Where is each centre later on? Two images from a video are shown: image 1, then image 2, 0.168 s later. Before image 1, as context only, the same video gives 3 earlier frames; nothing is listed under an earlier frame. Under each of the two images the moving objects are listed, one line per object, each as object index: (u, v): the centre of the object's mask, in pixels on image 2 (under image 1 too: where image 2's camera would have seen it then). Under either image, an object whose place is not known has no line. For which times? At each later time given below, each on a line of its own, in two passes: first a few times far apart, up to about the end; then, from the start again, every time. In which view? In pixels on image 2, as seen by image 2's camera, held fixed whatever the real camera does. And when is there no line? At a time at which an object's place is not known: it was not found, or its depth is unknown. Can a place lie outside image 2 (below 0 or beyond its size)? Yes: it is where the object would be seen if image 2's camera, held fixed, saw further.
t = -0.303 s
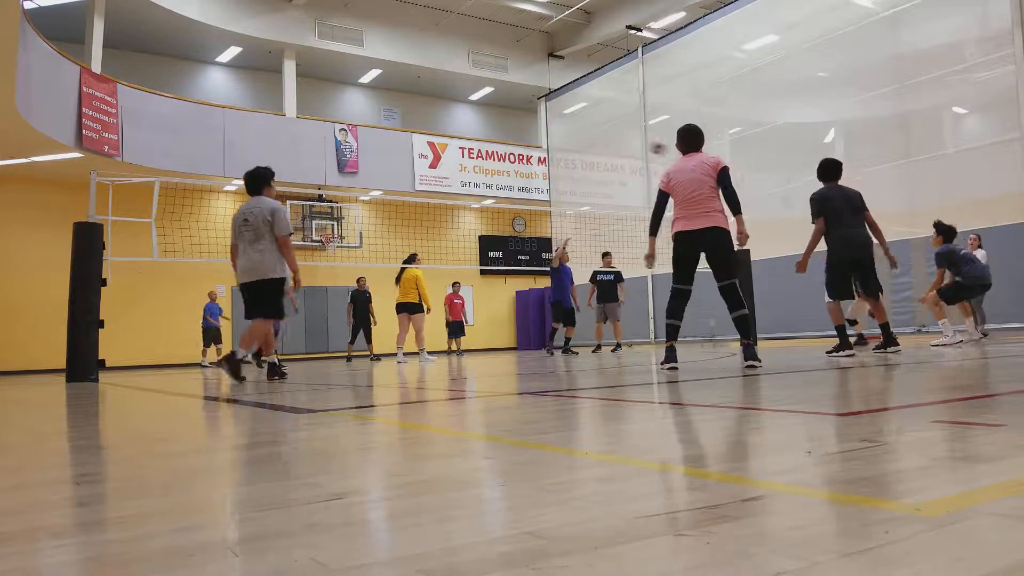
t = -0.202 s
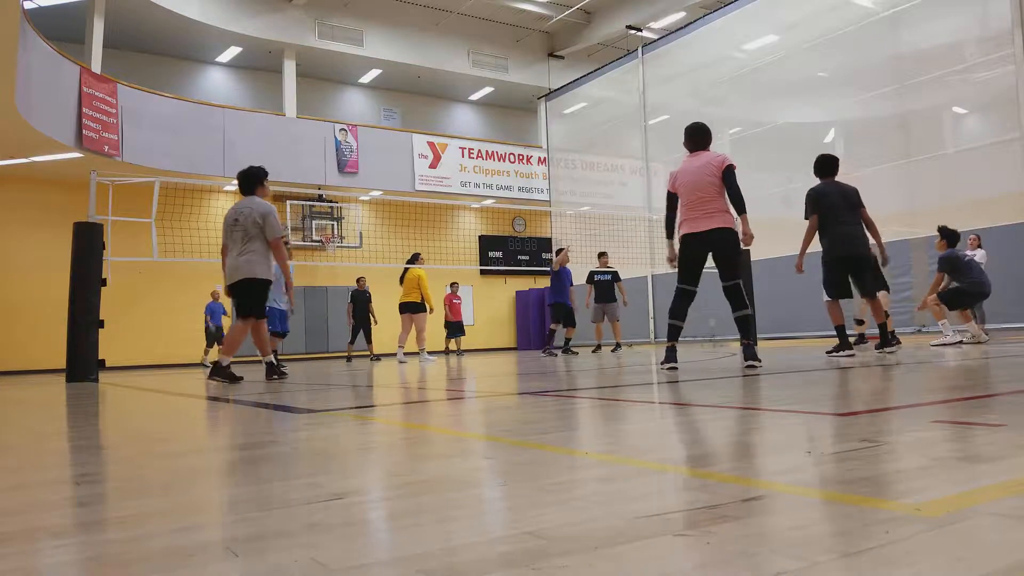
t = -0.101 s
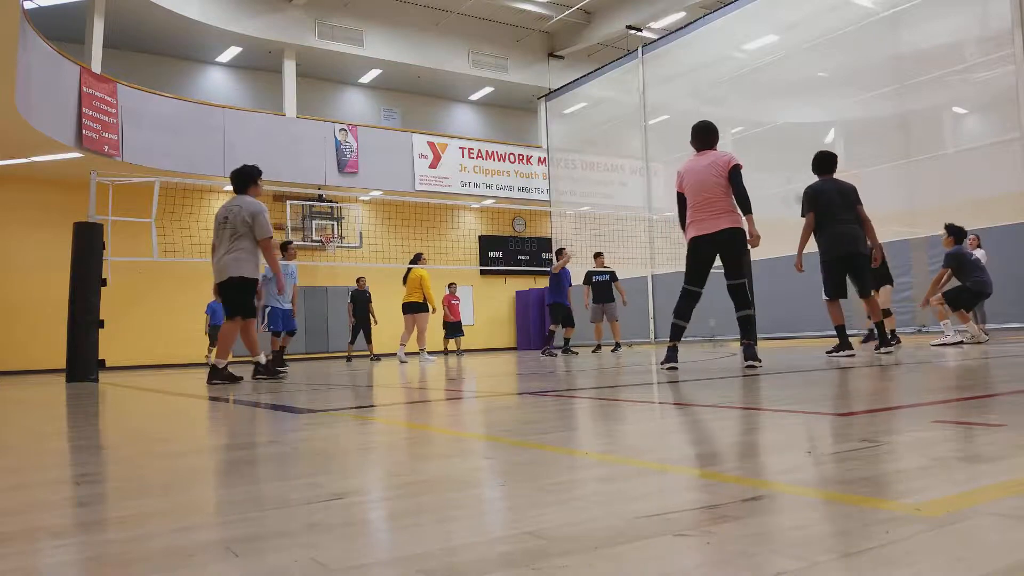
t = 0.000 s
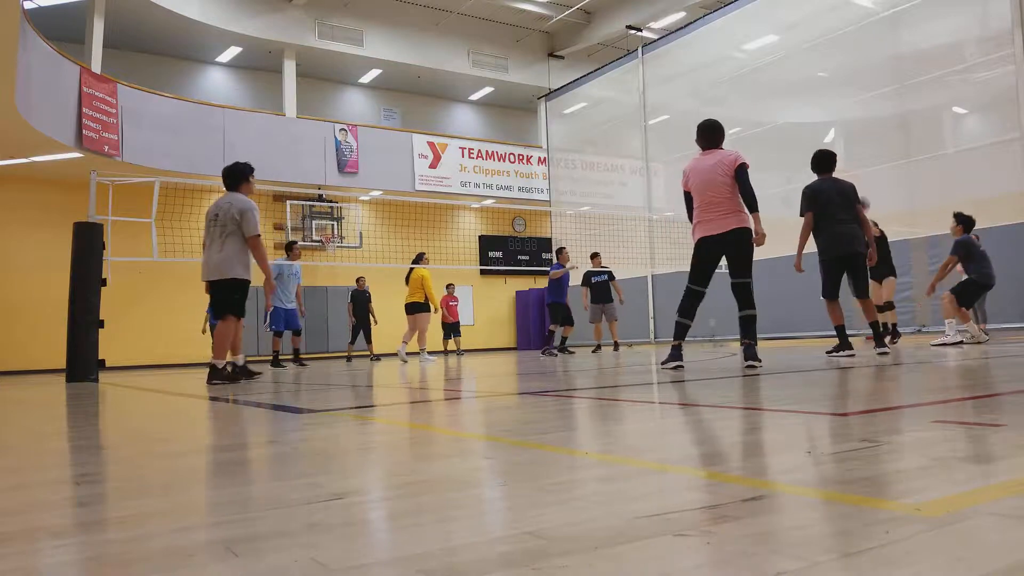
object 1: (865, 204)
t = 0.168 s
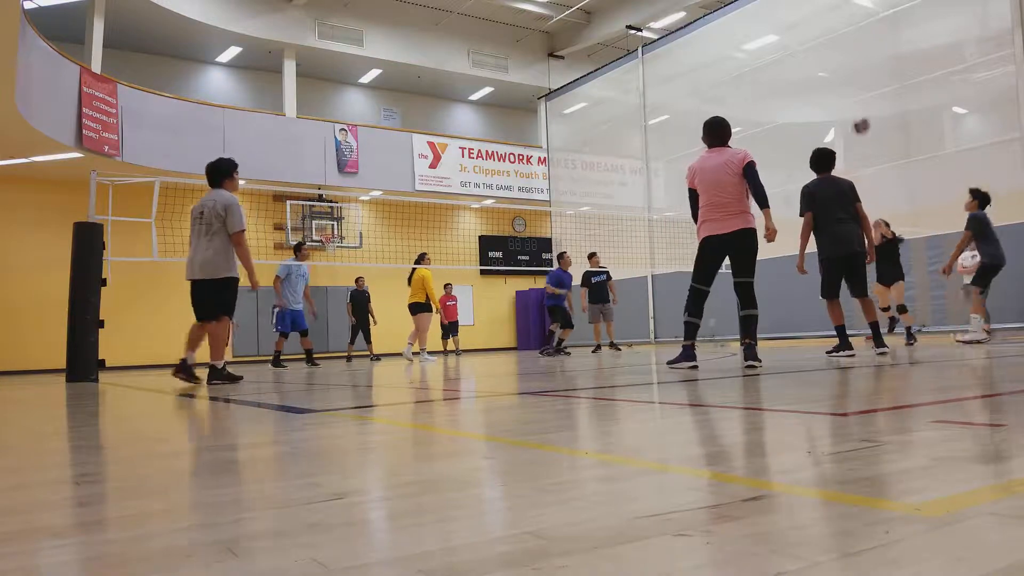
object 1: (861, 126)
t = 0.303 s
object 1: (862, 80)
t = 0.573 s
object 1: (868, 27)
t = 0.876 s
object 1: (880, 33)
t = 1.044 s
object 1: (889, 64)
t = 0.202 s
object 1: (861, 113)
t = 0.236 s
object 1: (861, 101)
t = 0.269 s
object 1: (862, 90)
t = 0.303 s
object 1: (862, 80)
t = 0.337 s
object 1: (863, 70)
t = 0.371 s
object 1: (863, 61)
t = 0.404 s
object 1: (865, 54)
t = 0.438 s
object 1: (865, 46)
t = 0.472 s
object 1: (866, 40)
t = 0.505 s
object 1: (867, 35)
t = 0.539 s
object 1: (868, 31)
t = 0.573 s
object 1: (868, 27)
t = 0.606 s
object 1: (869, 25)
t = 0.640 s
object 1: (871, 23)
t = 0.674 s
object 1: (872, 22)
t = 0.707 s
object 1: (873, 21)
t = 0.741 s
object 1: (875, 22)
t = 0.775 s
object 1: (876, 23)
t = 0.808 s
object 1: (877, 26)
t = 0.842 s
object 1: (879, 29)
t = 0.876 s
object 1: (880, 33)
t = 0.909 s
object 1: (882, 37)
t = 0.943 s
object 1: (883, 43)
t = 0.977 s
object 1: (886, 49)
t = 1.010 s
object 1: (887, 56)
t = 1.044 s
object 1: (889, 64)
